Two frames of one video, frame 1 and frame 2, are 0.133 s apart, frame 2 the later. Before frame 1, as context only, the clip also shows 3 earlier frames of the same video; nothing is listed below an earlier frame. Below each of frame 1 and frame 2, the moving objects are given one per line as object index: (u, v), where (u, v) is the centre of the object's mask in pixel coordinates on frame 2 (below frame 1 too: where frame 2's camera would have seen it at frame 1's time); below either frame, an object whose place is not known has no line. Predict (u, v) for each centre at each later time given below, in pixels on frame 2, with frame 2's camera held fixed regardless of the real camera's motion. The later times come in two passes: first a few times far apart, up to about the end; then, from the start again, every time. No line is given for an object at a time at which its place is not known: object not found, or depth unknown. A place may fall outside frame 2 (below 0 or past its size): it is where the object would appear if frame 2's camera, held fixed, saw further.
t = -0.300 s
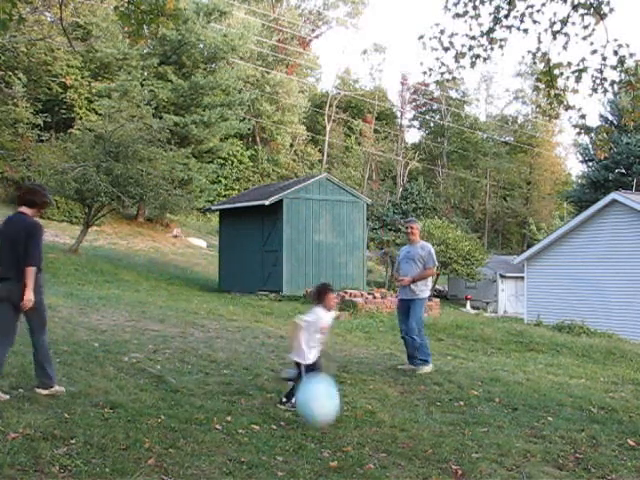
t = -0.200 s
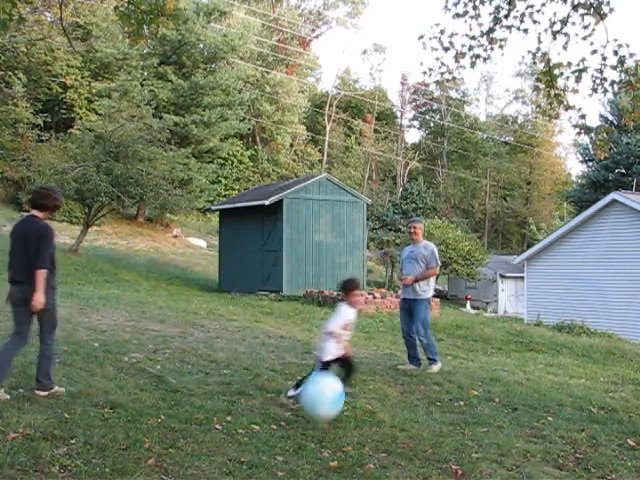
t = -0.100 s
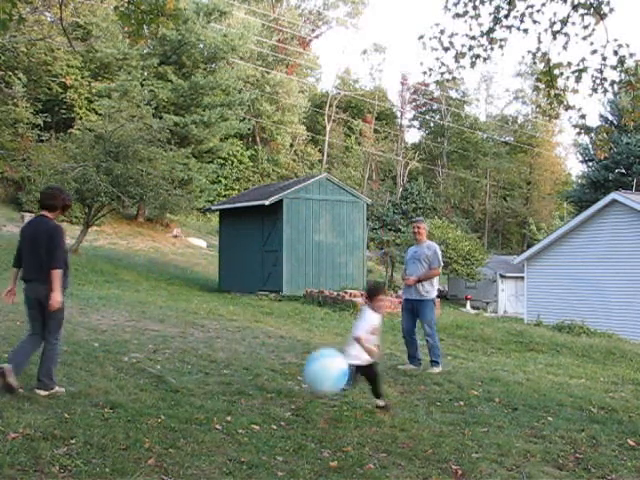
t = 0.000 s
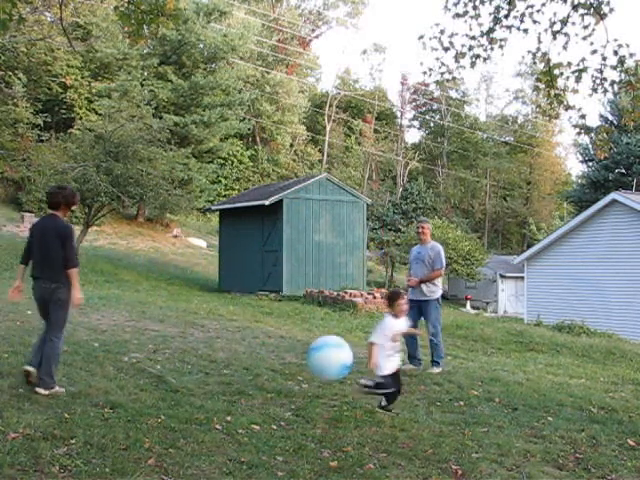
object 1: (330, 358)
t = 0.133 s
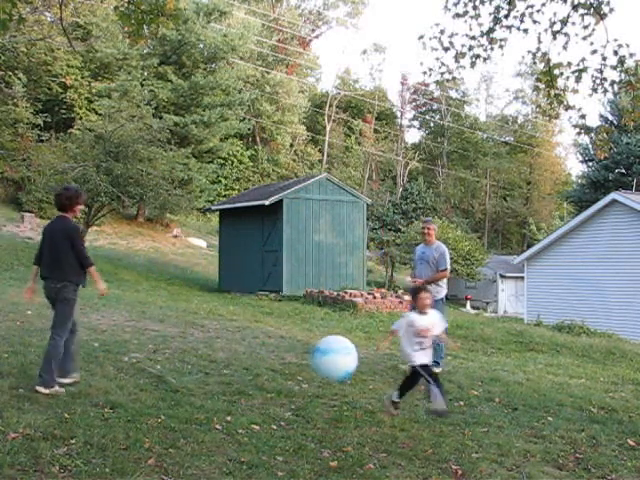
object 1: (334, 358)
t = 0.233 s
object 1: (338, 372)
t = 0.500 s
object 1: (349, 410)
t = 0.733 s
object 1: (361, 400)
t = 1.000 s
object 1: (376, 429)
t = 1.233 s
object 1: (395, 444)
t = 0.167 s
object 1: (335, 361)
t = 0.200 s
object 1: (337, 366)
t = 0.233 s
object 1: (338, 372)
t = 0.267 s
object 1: (340, 378)
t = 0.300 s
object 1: (341, 388)
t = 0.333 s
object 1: (343, 398)
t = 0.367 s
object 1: (343, 409)
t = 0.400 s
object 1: (344, 422)
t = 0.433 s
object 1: (345, 424)
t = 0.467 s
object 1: (347, 417)
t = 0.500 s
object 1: (349, 410)
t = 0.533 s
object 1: (351, 405)
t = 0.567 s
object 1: (352, 401)
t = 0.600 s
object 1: (354, 398)
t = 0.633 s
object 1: (355, 397)
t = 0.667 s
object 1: (357, 396)
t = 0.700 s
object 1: (359, 398)
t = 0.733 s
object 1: (361, 400)
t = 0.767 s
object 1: (362, 404)
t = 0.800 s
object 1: (364, 409)
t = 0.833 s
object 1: (366, 416)
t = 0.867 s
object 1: (368, 424)
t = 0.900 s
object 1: (369, 433)
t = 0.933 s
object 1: (371, 435)
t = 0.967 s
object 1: (374, 431)
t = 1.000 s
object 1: (376, 429)
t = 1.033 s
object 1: (379, 428)
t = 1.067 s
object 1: (381, 428)
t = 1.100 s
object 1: (384, 429)
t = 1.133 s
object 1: (387, 431)
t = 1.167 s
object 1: (390, 436)
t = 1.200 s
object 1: (392, 441)
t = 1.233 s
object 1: (395, 444)
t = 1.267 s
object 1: (398, 442)
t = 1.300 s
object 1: (400, 441)
